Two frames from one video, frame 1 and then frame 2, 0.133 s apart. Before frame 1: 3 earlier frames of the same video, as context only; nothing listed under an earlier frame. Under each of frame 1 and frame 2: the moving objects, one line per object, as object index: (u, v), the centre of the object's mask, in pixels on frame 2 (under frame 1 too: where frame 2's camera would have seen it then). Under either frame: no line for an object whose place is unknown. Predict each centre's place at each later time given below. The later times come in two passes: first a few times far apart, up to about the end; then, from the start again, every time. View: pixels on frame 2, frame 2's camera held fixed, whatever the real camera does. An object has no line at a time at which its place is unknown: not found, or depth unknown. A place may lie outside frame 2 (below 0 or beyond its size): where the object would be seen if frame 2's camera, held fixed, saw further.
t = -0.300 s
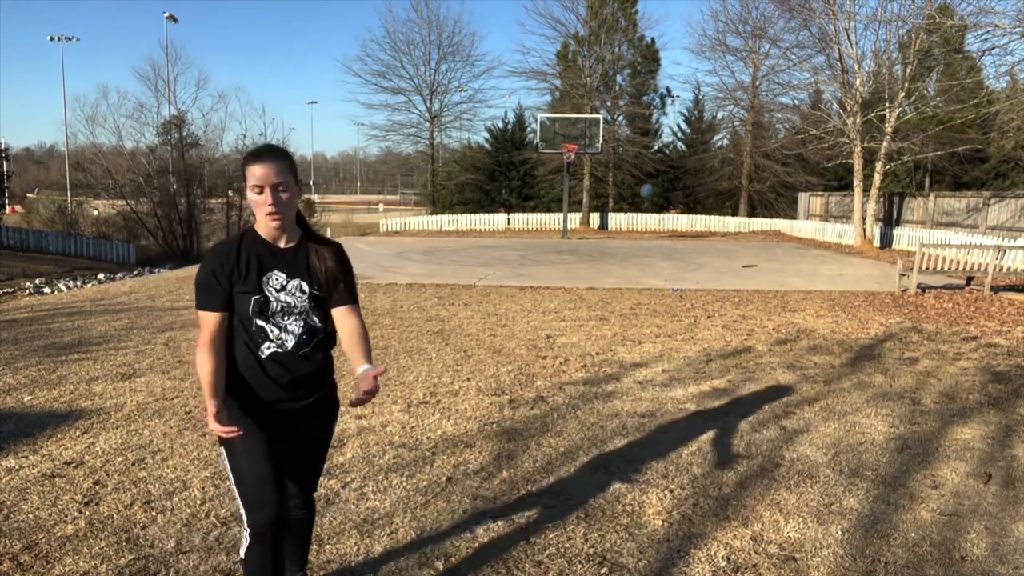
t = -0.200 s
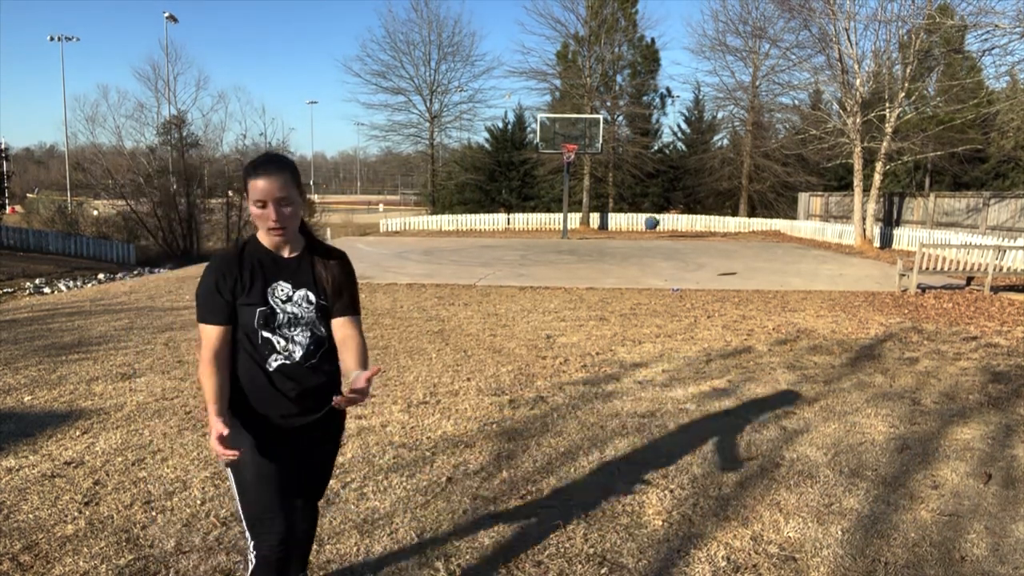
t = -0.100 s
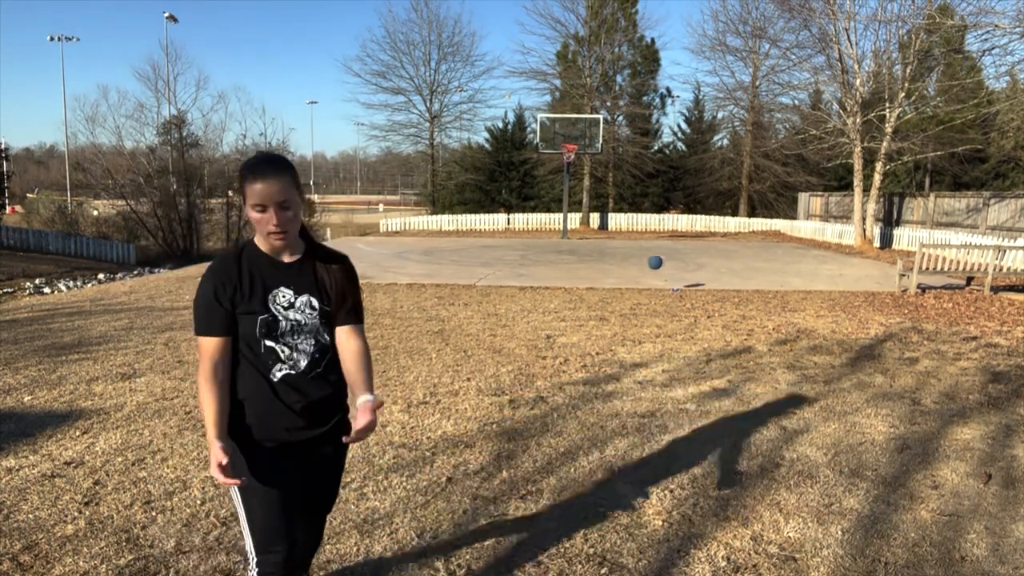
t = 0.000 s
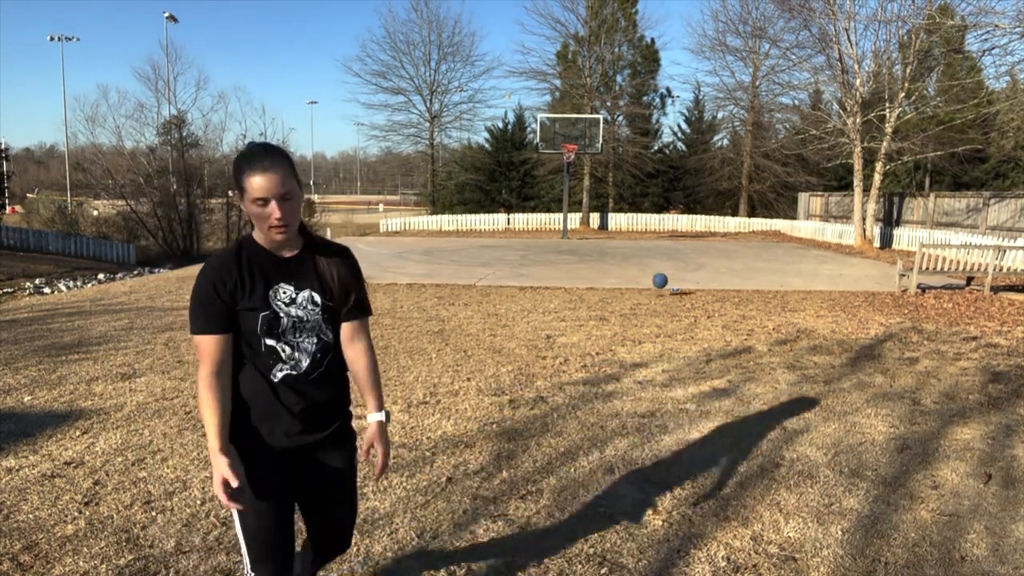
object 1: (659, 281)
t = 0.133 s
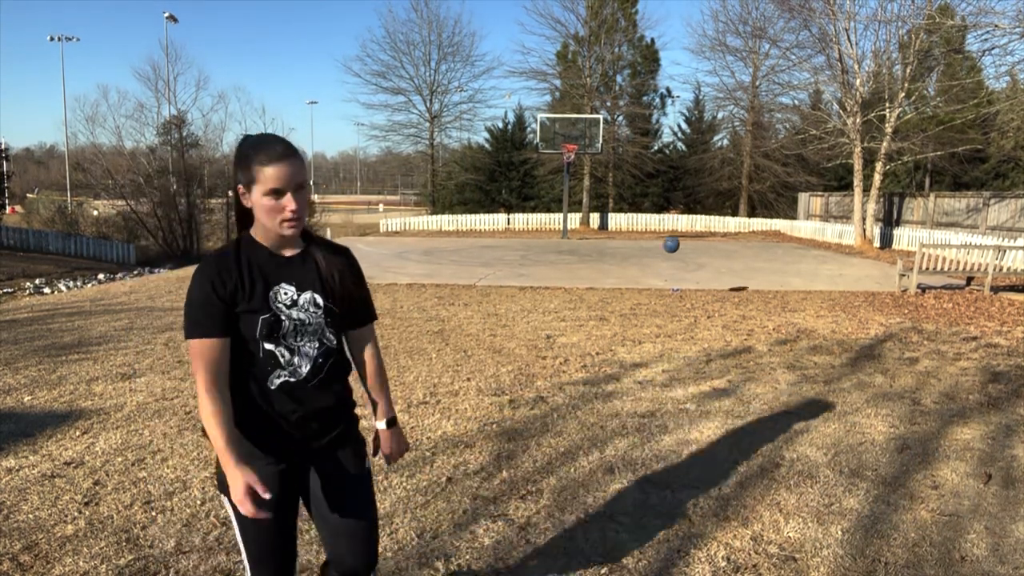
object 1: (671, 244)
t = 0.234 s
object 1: (680, 223)
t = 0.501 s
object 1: (705, 198)
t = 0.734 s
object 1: (730, 226)
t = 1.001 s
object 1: (760, 331)
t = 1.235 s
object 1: (803, 297)
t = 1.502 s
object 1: (865, 301)
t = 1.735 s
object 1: (930, 396)
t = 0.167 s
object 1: (673, 237)
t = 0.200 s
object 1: (676, 230)
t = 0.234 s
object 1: (680, 223)
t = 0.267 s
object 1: (683, 217)
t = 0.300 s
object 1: (686, 212)
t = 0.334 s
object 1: (688, 208)
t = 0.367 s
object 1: (691, 204)
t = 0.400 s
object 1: (695, 202)
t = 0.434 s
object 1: (698, 200)
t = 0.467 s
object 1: (702, 198)
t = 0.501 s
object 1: (705, 198)
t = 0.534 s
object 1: (708, 199)
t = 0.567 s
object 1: (711, 201)
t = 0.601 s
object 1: (714, 203)
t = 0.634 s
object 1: (719, 207)
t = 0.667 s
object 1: (722, 213)
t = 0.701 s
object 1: (726, 219)
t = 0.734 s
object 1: (730, 226)
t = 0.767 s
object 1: (734, 234)
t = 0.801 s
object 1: (737, 243)
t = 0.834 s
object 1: (741, 255)
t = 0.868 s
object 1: (745, 267)
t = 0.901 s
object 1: (749, 281)
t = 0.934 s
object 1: (753, 296)
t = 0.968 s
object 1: (756, 312)
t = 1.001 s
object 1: (760, 331)
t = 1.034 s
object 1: (765, 342)
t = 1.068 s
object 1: (770, 333)
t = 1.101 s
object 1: (776, 324)
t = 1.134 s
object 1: (783, 315)
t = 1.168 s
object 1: (789, 308)
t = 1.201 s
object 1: (796, 302)
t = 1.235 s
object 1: (803, 297)
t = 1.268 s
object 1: (810, 292)
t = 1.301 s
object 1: (817, 290)
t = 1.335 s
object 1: (825, 288)
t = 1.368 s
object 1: (832, 288)
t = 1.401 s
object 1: (840, 289)
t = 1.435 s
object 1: (848, 291)
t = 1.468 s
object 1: (856, 296)
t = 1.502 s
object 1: (865, 301)
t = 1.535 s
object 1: (873, 308)
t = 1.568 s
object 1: (882, 318)
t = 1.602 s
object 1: (891, 330)
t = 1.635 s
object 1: (901, 343)
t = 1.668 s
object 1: (910, 358)
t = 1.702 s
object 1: (919, 377)
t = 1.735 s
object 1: (930, 396)
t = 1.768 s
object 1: (943, 421)
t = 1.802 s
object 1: (956, 429)
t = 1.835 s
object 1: (970, 423)
